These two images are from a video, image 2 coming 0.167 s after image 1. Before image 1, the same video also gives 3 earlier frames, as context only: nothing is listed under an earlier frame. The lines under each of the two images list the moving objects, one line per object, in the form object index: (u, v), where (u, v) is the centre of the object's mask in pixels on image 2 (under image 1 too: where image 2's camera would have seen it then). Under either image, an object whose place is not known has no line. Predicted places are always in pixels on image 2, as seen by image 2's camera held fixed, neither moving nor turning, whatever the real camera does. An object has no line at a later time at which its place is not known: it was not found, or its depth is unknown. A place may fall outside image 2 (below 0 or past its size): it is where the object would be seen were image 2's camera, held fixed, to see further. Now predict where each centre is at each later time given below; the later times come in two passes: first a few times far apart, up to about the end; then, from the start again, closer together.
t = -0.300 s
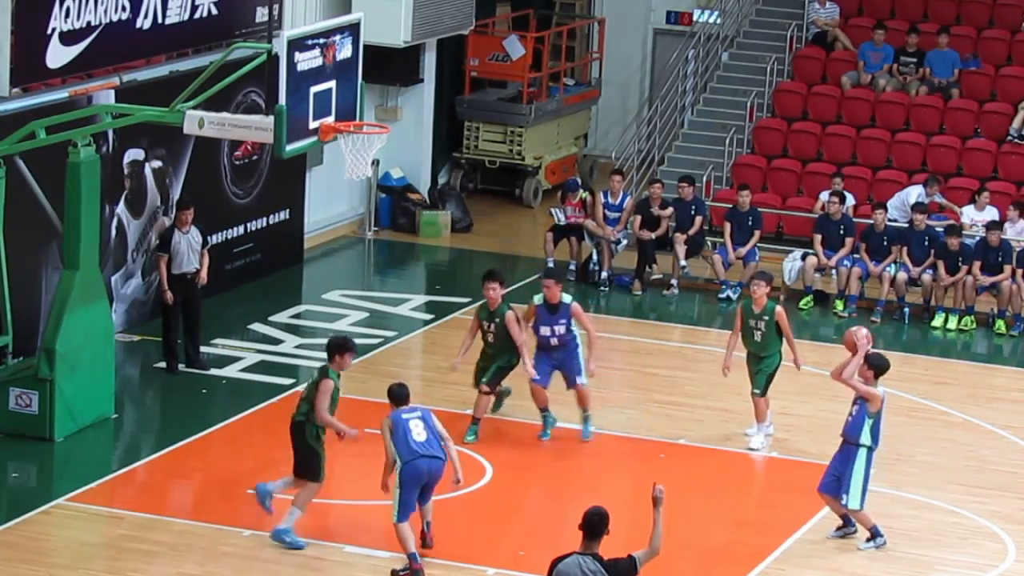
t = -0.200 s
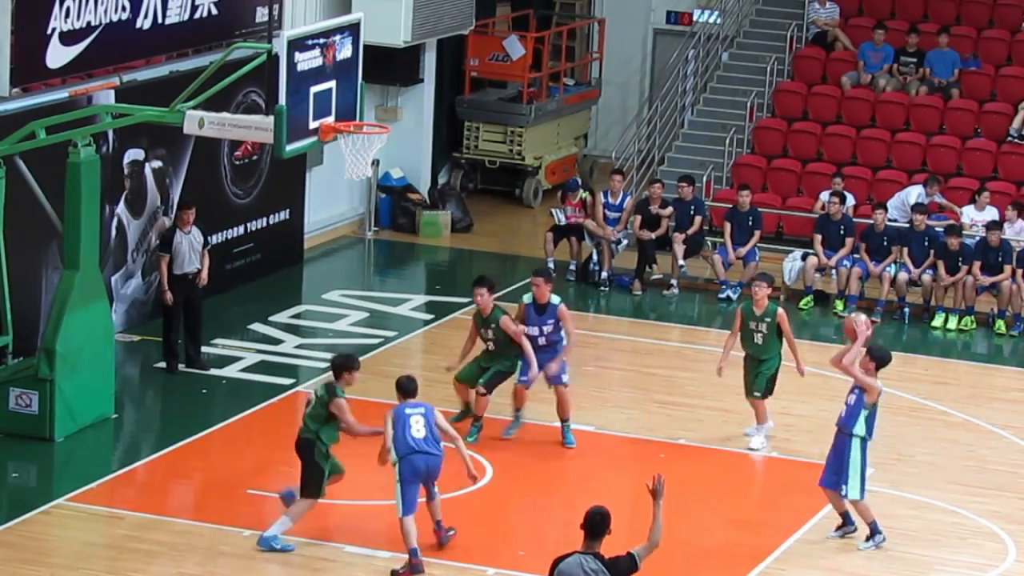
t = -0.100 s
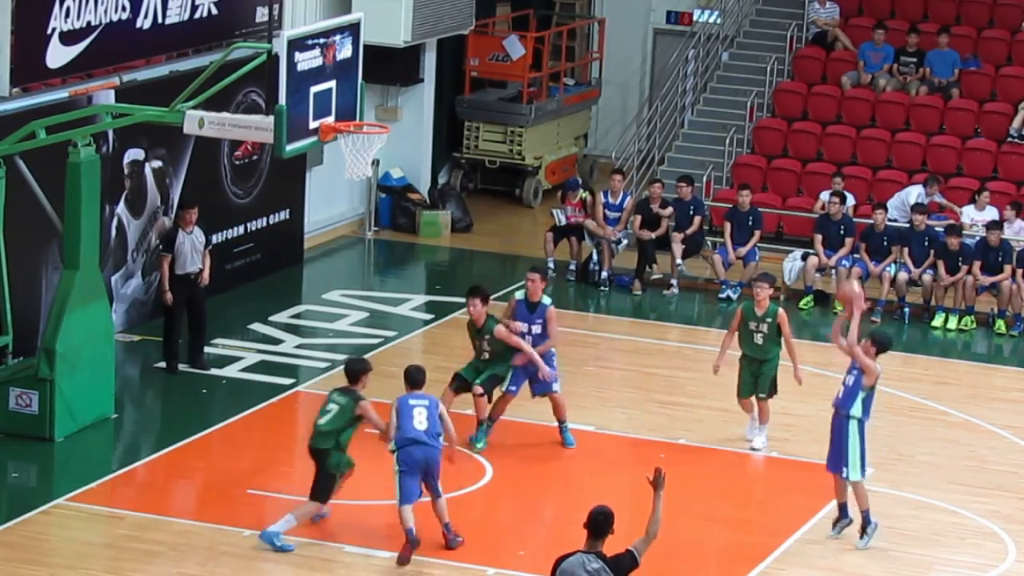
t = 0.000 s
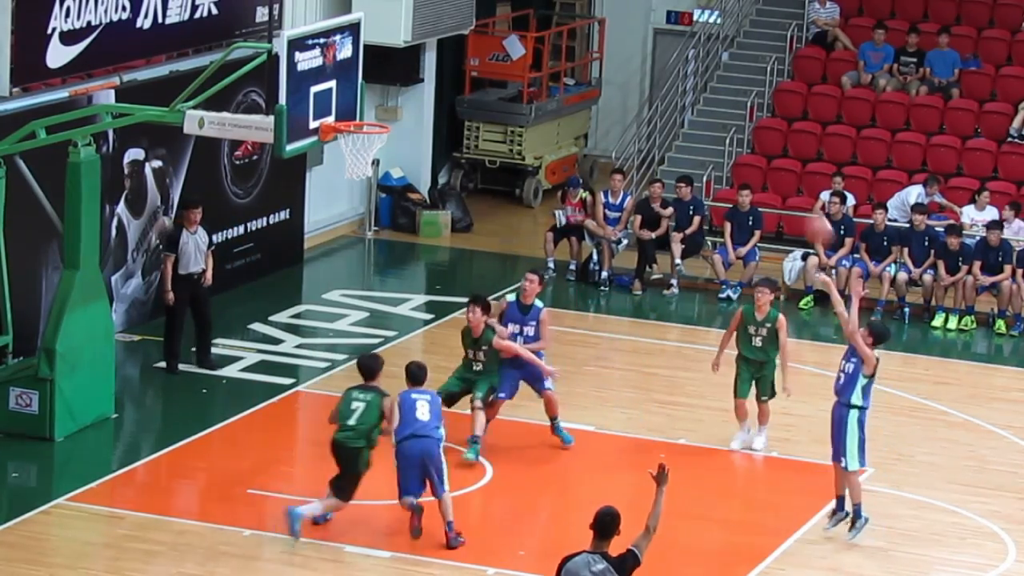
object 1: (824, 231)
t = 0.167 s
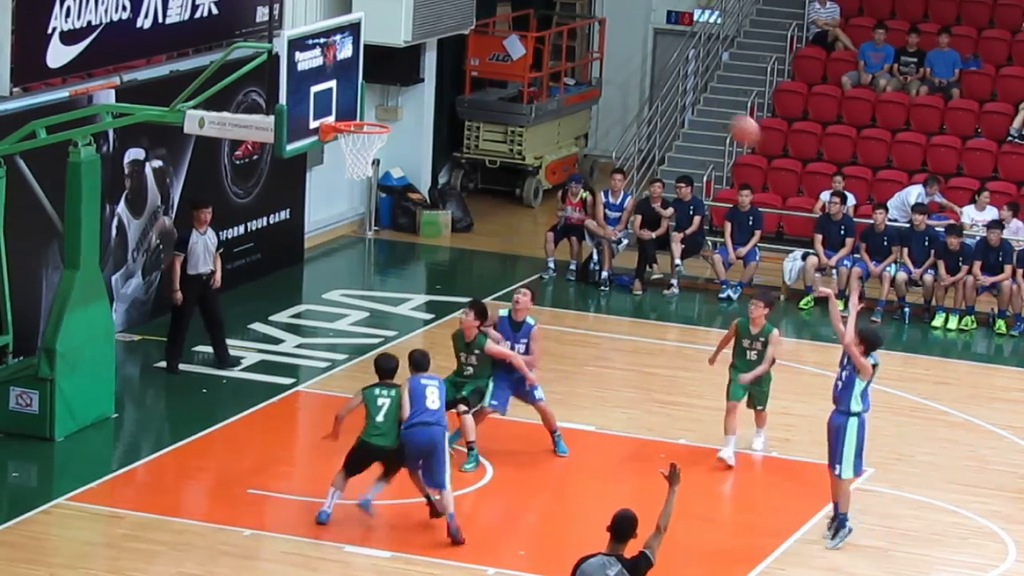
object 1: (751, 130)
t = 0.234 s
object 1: (721, 101)
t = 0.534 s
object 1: (583, 25)
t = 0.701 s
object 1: (512, 25)
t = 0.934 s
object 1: (411, 78)
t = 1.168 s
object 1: (371, 157)
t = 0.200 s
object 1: (735, 115)
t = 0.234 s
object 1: (721, 101)
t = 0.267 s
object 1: (707, 88)
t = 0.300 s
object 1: (692, 75)
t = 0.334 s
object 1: (676, 64)
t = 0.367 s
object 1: (661, 53)
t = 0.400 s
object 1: (641, 45)
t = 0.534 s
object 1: (583, 25)
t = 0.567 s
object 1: (568, 23)
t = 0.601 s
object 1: (553, 22)
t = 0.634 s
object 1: (543, 21)
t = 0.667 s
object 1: (528, 23)
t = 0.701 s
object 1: (512, 25)
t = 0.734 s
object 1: (500, 28)
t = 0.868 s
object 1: (435, 58)
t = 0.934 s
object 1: (411, 78)
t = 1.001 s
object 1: (377, 102)
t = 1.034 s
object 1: (362, 118)
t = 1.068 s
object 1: (356, 133)
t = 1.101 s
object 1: (360, 143)
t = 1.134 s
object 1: (359, 153)
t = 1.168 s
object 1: (371, 157)
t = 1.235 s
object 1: (380, 160)
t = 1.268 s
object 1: (386, 162)
